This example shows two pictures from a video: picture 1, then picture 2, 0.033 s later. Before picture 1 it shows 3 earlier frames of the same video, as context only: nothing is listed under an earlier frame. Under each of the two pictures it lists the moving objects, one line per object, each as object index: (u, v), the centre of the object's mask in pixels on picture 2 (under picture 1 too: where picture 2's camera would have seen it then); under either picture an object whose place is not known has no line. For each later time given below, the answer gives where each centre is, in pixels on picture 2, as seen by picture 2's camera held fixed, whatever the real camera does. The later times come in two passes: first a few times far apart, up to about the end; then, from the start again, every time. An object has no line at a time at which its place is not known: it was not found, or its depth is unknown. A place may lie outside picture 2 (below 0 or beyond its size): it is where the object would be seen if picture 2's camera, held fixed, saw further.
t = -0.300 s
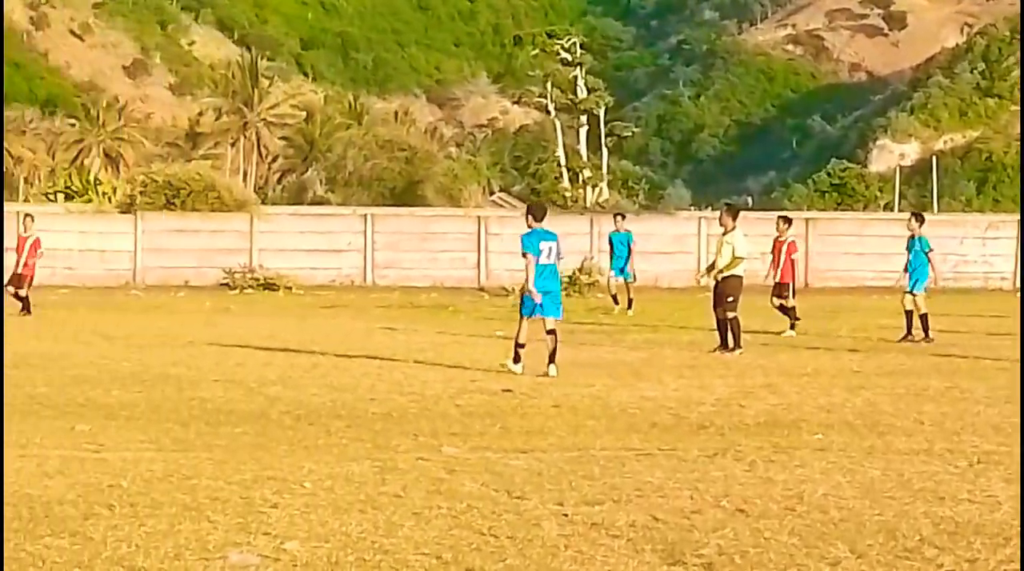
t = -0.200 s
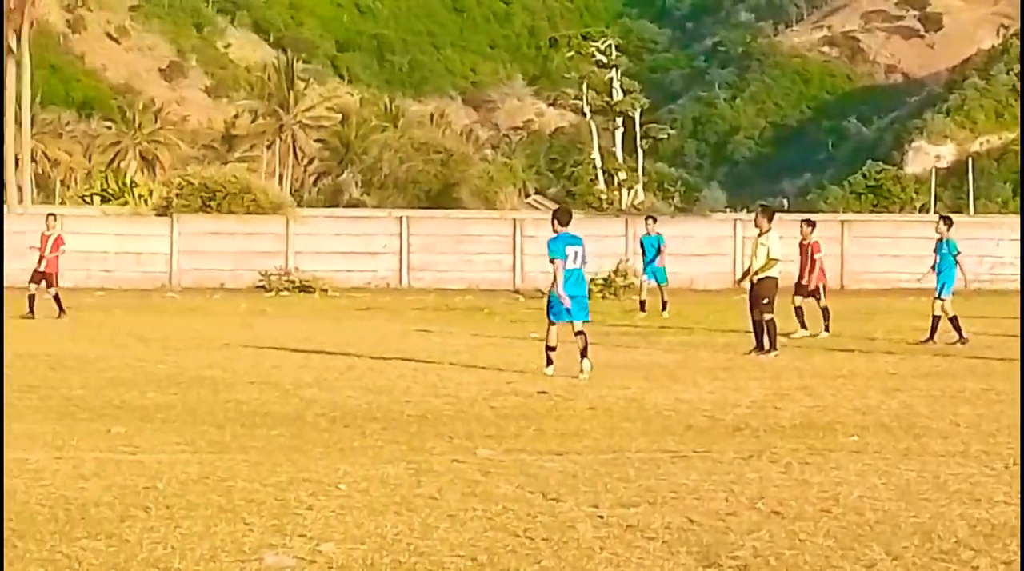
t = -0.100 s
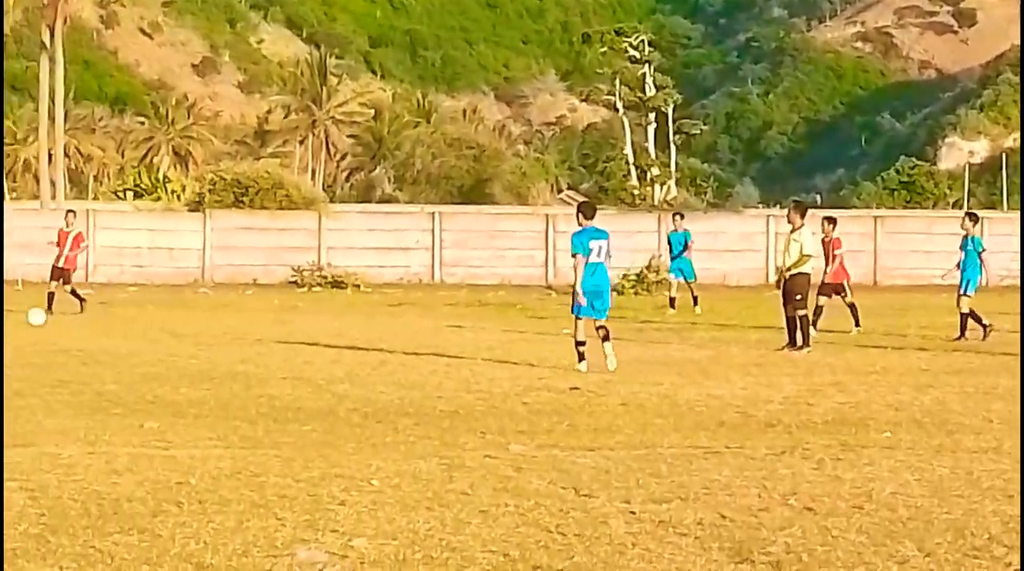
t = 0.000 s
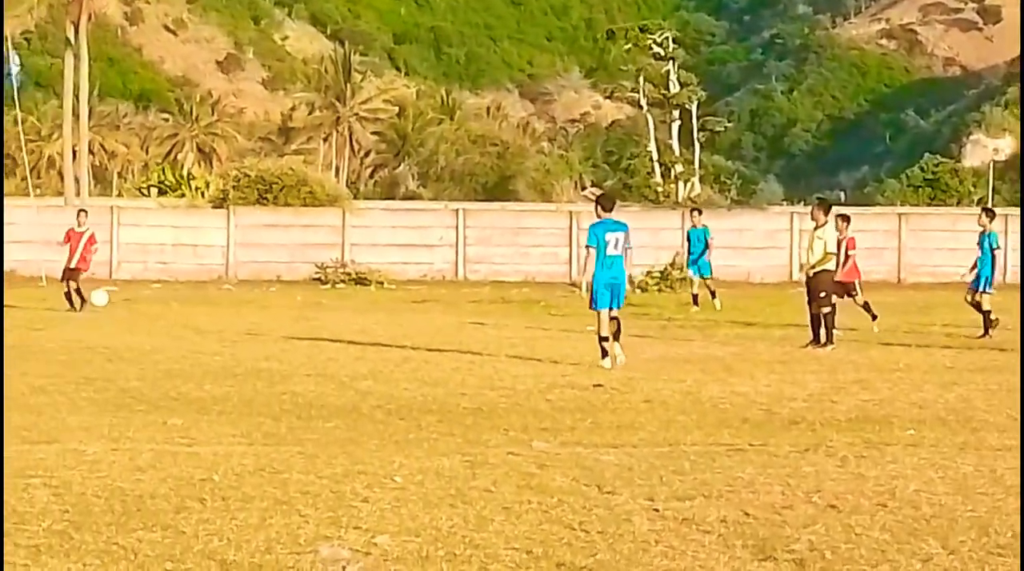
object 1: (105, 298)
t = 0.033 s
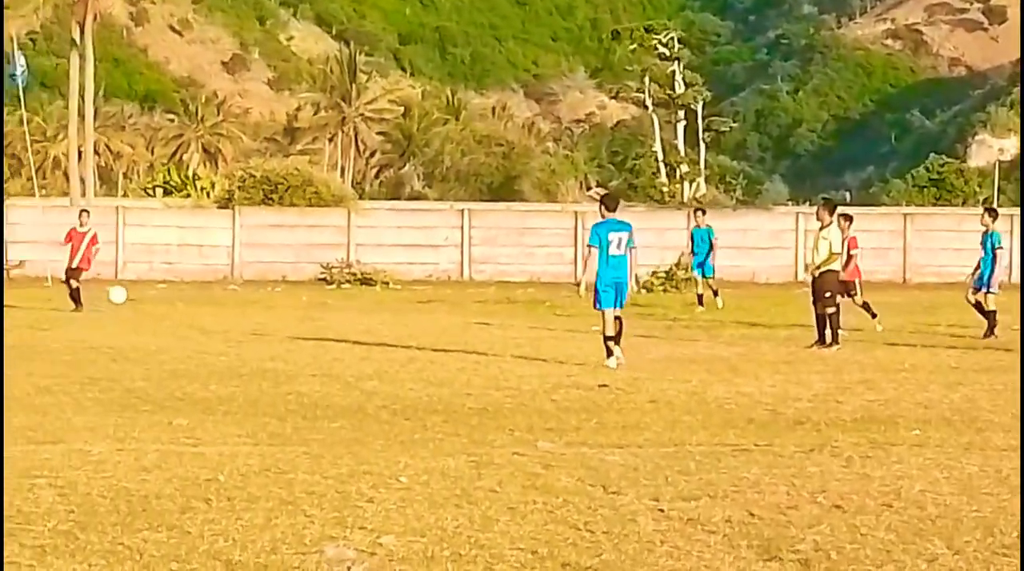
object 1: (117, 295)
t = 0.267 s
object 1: (204, 299)
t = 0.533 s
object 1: (300, 312)
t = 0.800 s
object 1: (392, 318)
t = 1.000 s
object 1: (459, 315)
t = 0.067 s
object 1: (130, 292)
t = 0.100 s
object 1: (142, 291)
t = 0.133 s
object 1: (155, 291)
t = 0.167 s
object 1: (167, 291)
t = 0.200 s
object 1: (180, 293)
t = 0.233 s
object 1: (192, 295)
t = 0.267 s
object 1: (204, 299)
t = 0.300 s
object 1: (217, 302)
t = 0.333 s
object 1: (229, 308)
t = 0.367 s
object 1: (240, 314)
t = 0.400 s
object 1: (252, 320)
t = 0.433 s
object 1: (264, 325)
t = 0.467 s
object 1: (276, 320)
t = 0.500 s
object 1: (288, 316)
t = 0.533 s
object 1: (300, 312)
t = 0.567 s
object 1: (311, 310)
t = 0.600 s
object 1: (323, 308)
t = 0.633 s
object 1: (335, 308)
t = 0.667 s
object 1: (346, 308)
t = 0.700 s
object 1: (358, 310)
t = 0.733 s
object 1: (369, 311)
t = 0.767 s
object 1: (380, 314)
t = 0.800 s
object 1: (392, 318)
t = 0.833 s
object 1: (403, 323)
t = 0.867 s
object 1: (414, 323)
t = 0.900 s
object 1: (425, 320)
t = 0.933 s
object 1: (436, 317)
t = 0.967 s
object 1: (447, 316)
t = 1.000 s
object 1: (459, 315)
